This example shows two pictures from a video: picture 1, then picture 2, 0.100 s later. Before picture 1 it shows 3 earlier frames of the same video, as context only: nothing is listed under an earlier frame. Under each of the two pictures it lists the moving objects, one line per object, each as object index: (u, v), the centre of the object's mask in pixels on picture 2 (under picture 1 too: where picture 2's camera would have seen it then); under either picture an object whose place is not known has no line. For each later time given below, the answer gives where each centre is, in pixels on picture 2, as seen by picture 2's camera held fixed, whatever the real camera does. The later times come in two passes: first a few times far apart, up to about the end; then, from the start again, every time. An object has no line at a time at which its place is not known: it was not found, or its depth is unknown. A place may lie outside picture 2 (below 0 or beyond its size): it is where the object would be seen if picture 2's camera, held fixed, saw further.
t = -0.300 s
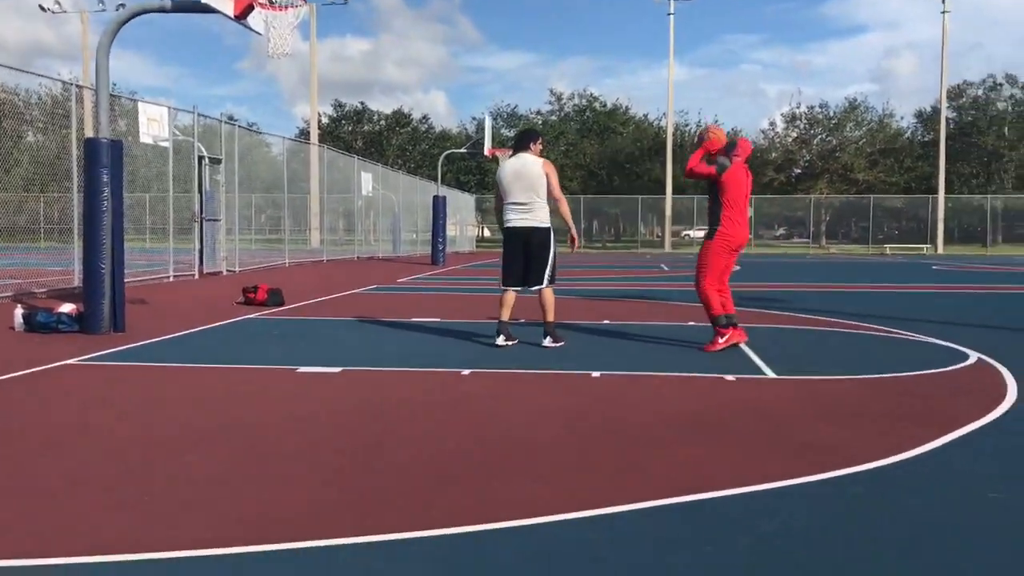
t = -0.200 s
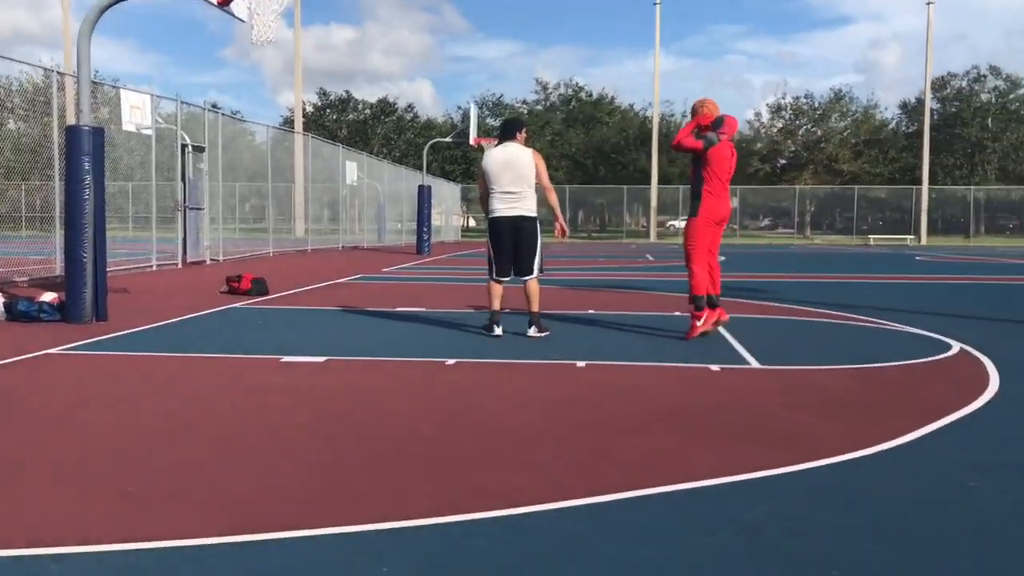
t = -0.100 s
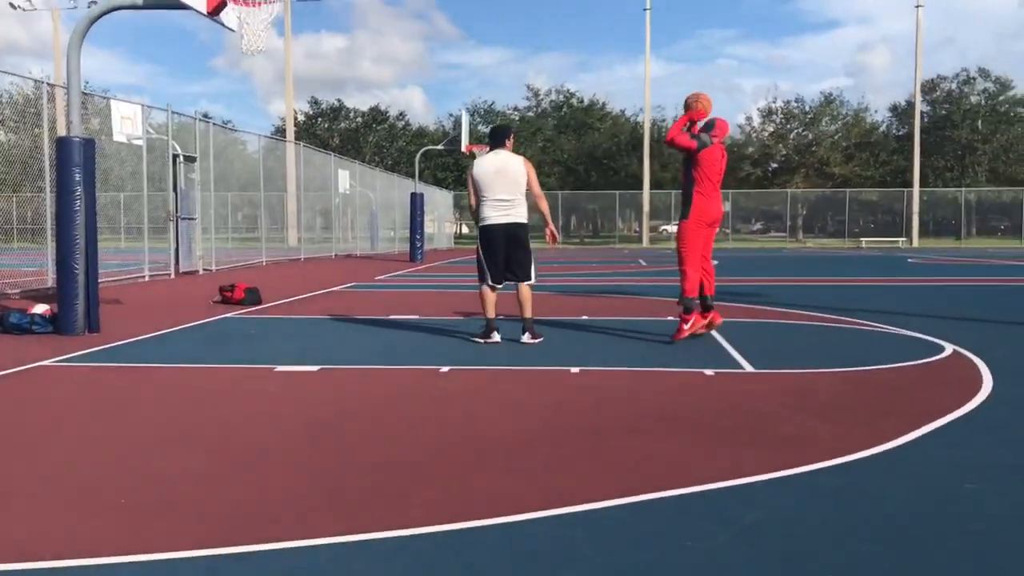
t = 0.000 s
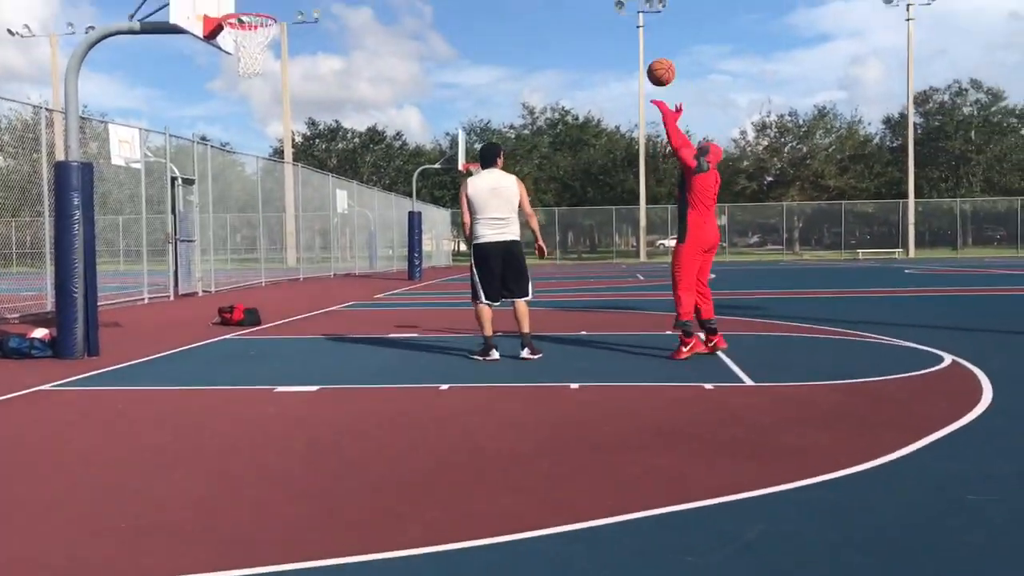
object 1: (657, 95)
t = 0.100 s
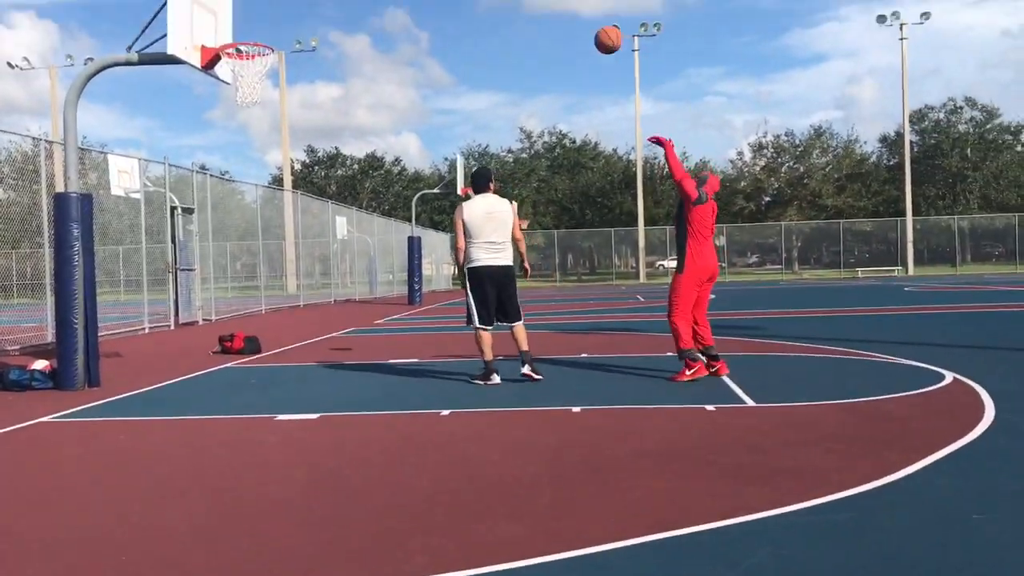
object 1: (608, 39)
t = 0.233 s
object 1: (545, -15)
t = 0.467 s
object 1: (439, -60)
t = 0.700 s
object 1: (338, -51)
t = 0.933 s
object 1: (244, 20)
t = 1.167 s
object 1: (299, 5)
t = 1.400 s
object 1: (389, 13)
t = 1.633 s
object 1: (473, 73)
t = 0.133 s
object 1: (592, 24)
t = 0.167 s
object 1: (576, 10)
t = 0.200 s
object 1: (560, -3)
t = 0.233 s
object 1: (545, -15)
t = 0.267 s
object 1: (529, -26)
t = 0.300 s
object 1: (514, -34)
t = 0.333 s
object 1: (499, -41)
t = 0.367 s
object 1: (484, -48)
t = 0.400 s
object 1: (469, -53)
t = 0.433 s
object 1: (454, -57)
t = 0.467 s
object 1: (439, -60)
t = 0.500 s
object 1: (424, -63)
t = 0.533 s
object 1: (410, -65)
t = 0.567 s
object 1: (395, -65)
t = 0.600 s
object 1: (381, -64)
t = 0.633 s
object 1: (366, -61)
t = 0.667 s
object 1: (352, -57)
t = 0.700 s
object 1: (338, -51)
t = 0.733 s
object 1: (325, -45)
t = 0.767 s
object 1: (311, -36)
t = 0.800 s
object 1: (297, -28)
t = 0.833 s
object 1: (284, -17)
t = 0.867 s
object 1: (270, -6)
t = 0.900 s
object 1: (257, 6)
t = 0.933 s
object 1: (244, 20)
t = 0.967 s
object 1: (230, 33)
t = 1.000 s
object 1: (232, 34)
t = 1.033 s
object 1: (247, 28)
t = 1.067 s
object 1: (259, 21)
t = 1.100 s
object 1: (273, 14)
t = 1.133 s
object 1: (286, 10)
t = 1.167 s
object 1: (299, 5)
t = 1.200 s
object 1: (312, 3)
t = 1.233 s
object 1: (325, 2)
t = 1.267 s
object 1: (338, 1)
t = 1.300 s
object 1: (351, 3)
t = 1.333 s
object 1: (363, 5)
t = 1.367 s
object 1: (376, 8)
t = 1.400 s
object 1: (389, 13)
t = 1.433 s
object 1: (401, 18)
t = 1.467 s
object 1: (413, 25)
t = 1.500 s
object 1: (425, 32)
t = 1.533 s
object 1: (437, 41)
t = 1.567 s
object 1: (449, 51)
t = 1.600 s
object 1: (461, 61)
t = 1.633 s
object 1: (473, 73)
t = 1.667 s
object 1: (484, 86)
